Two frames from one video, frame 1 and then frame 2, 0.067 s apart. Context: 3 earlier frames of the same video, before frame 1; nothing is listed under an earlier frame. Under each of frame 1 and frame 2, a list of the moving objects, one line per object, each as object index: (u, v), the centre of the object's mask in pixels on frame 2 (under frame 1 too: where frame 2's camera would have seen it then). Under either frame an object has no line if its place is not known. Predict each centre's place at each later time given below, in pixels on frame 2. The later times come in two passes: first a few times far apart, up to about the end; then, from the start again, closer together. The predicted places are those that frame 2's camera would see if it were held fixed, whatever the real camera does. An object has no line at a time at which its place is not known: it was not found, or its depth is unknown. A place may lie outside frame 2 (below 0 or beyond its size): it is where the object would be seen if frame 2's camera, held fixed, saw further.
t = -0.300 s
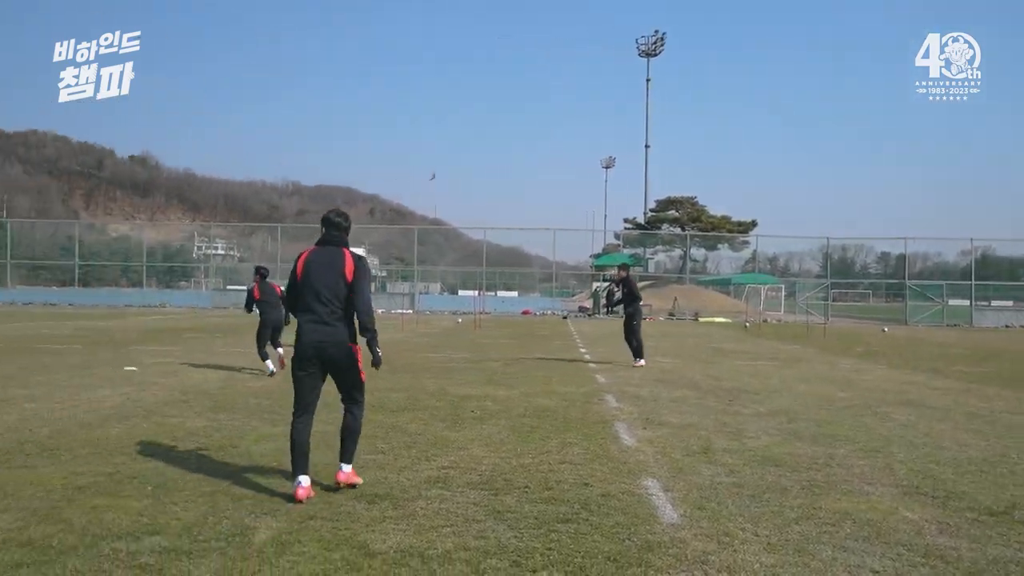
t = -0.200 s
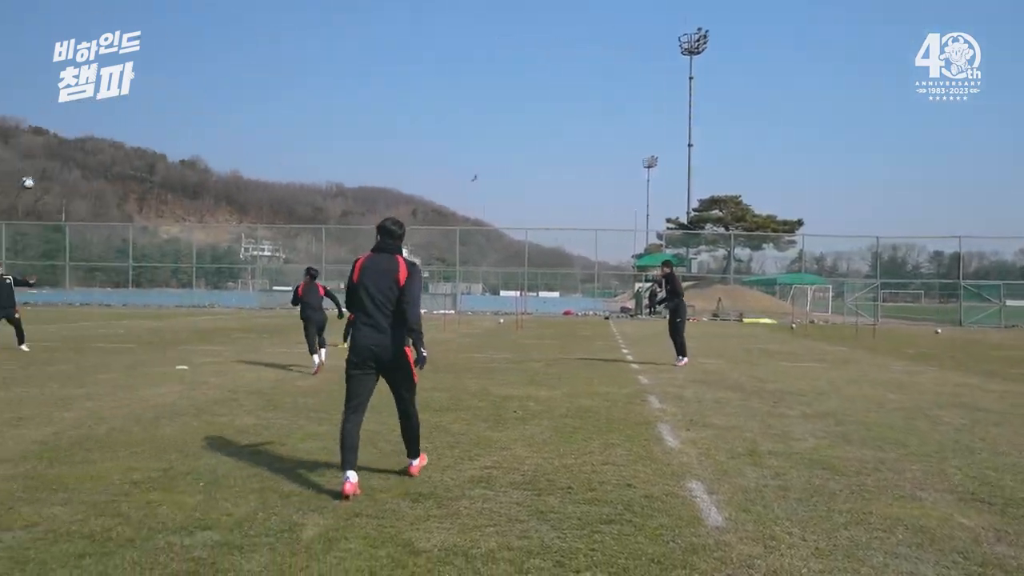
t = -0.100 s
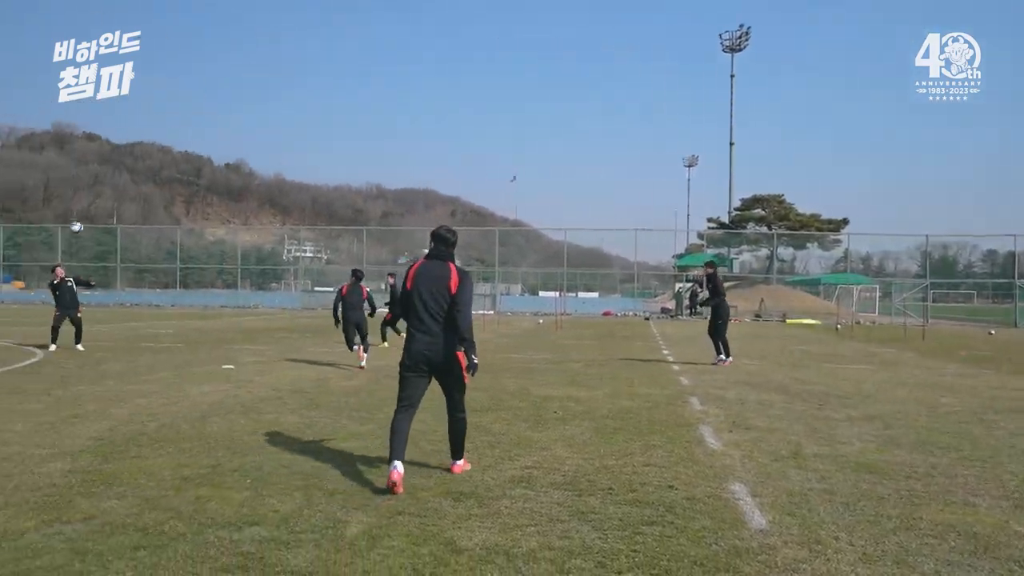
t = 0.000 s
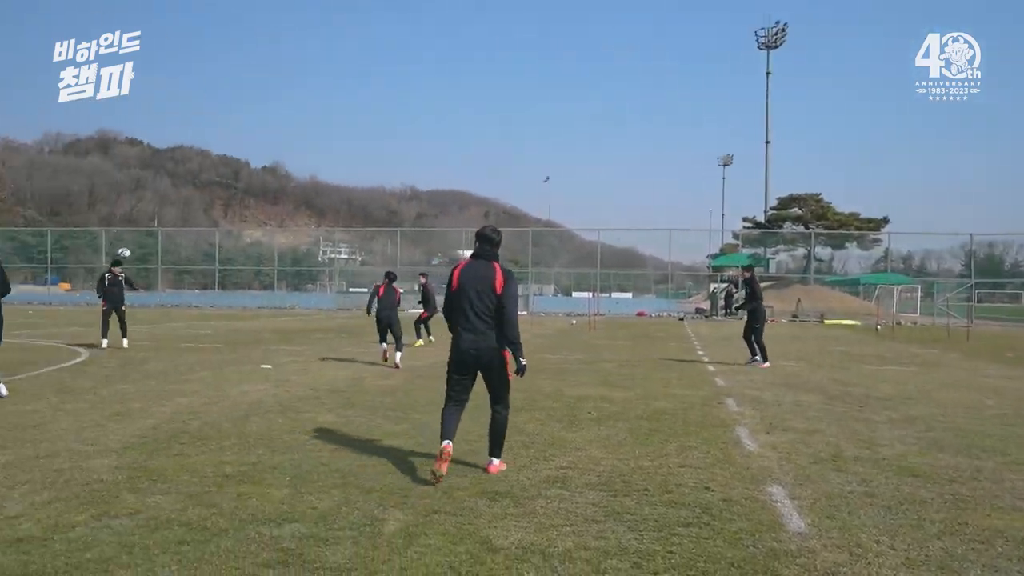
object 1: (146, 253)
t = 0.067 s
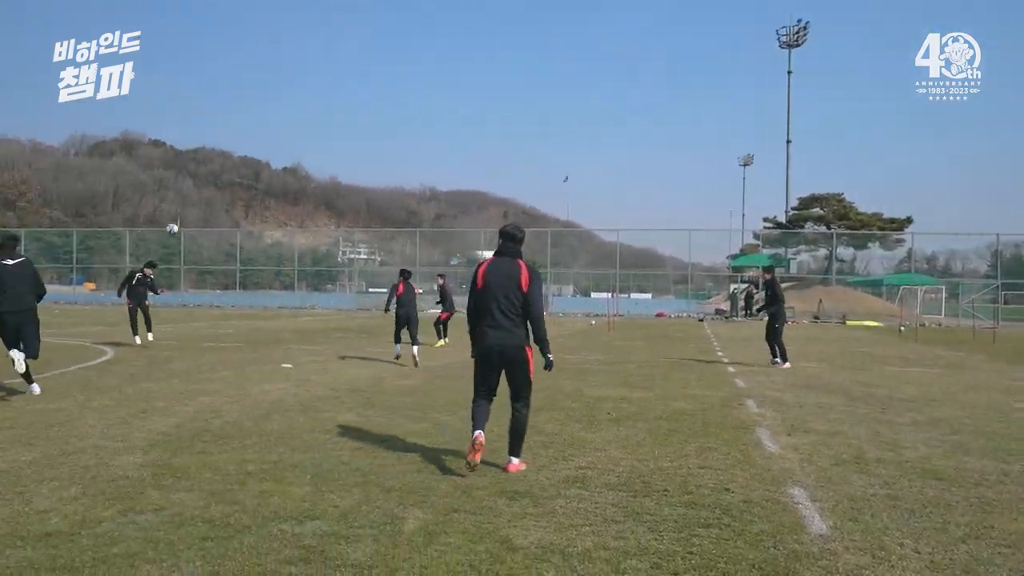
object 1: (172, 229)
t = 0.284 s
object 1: (250, 162)
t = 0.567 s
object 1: (350, 109)
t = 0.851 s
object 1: (453, 96)
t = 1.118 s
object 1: (554, 124)
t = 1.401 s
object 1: (665, 201)
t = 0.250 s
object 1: (238, 171)
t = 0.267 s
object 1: (244, 166)
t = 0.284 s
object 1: (250, 162)
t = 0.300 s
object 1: (256, 158)
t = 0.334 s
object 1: (267, 152)
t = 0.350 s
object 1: (274, 148)
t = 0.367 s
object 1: (279, 144)
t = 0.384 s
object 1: (285, 140)
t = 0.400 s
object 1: (291, 137)
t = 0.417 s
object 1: (297, 133)
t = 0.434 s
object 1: (303, 130)
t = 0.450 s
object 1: (309, 127)
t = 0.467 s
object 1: (315, 124)
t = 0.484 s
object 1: (320, 121)
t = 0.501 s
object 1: (326, 119)
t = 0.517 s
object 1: (332, 116)
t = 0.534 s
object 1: (338, 114)
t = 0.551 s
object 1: (345, 111)
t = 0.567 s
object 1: (350, 109)
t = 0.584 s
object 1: (356, 107)
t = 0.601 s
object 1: (362, 105)
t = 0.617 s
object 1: (368, 104)
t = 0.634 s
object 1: (374, 102)
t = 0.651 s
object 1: (380, 101)
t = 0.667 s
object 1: (386, 100)
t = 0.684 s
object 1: (392, 99)
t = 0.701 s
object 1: (399, 98)
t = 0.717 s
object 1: (405, 97)
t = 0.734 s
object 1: (411, 96)
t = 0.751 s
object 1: (417, 96)
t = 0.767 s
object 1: (422, 95)
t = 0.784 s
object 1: (429, 95)
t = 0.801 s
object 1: (435, 95)
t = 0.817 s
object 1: (441, 95)
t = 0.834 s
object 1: (447, 95)
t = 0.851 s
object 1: (453, 96)
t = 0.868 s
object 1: (460, 97)
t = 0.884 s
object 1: (465, 97)
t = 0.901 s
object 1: (472, 99)
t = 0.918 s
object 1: (478, 100)
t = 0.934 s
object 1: (484, 100)
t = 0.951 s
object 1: (491, 102)
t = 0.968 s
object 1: (497, 103)
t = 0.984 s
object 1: (503, 105)
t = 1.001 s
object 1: (509, 106)
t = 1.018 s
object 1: (515, 109)
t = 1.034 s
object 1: (522, 111)
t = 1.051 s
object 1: (528, 113)
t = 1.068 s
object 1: (534, 115)
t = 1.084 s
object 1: (541, 118)
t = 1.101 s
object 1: (548, 121)
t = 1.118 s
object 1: (554, 124)
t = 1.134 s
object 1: (560, 127)
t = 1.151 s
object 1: (567, 130)
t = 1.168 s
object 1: (573, 134)
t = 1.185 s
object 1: (580, 137)
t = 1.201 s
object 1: (586, 141)
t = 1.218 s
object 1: (593, 145)
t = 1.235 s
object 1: (599, 149)
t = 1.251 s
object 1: (606, 154)
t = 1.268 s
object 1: (612, 158)
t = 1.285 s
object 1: (619, 163)
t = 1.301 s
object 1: (625, 168)
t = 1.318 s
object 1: (632, 173)
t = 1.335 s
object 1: (639, 178)
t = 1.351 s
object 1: (645, 183)
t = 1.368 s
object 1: (652, 189)
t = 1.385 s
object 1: (658, 195)
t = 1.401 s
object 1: (665, 201)
